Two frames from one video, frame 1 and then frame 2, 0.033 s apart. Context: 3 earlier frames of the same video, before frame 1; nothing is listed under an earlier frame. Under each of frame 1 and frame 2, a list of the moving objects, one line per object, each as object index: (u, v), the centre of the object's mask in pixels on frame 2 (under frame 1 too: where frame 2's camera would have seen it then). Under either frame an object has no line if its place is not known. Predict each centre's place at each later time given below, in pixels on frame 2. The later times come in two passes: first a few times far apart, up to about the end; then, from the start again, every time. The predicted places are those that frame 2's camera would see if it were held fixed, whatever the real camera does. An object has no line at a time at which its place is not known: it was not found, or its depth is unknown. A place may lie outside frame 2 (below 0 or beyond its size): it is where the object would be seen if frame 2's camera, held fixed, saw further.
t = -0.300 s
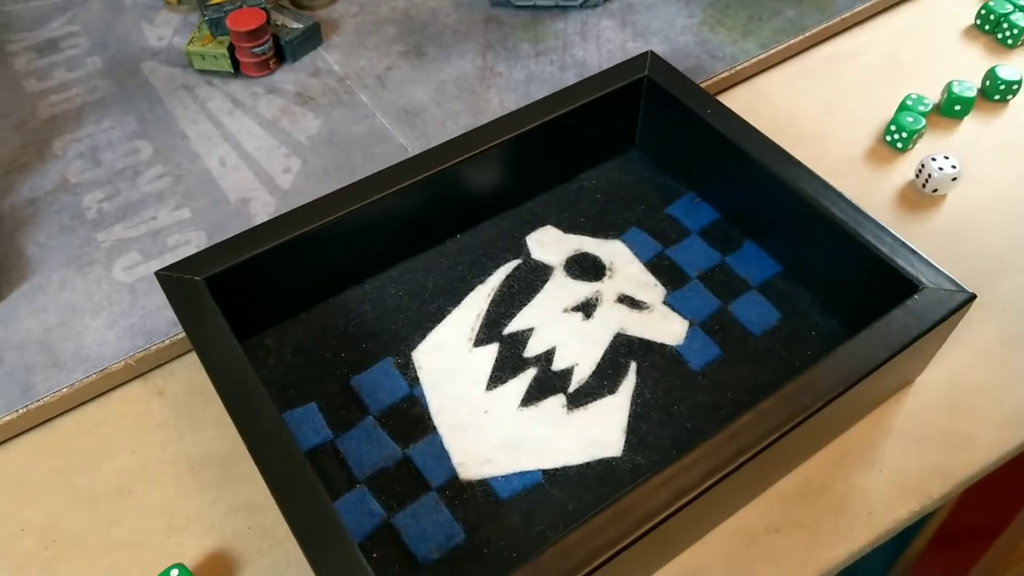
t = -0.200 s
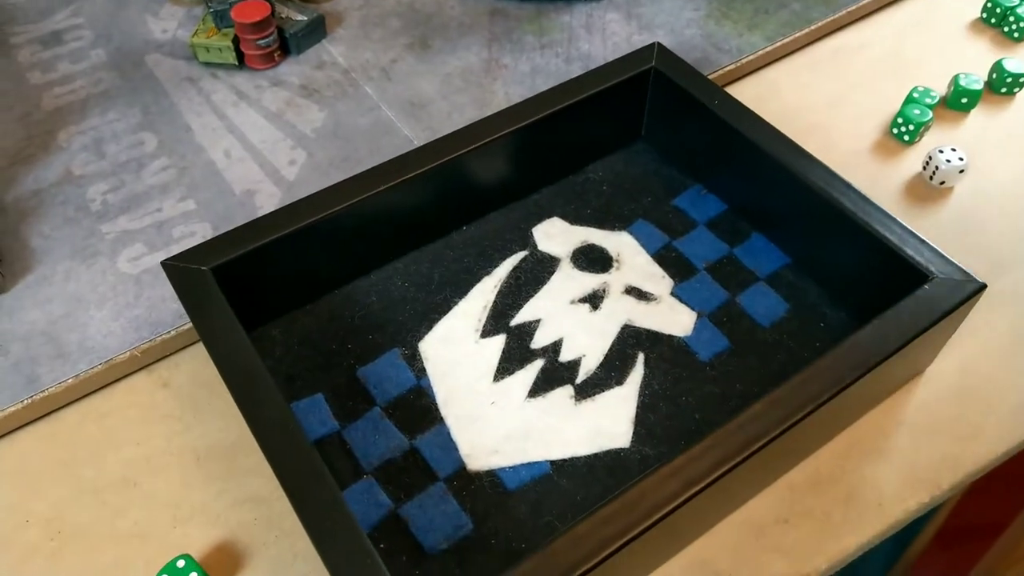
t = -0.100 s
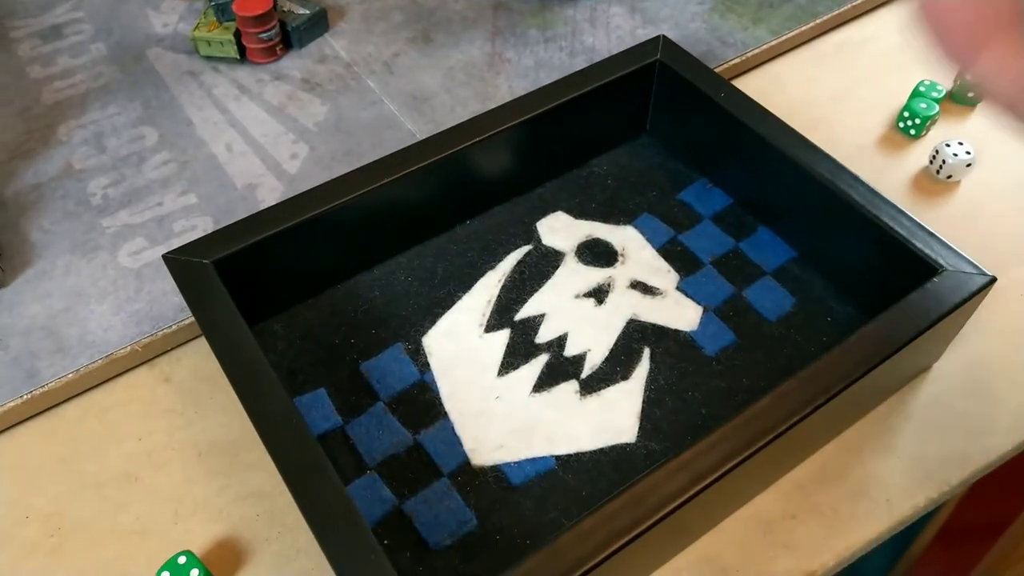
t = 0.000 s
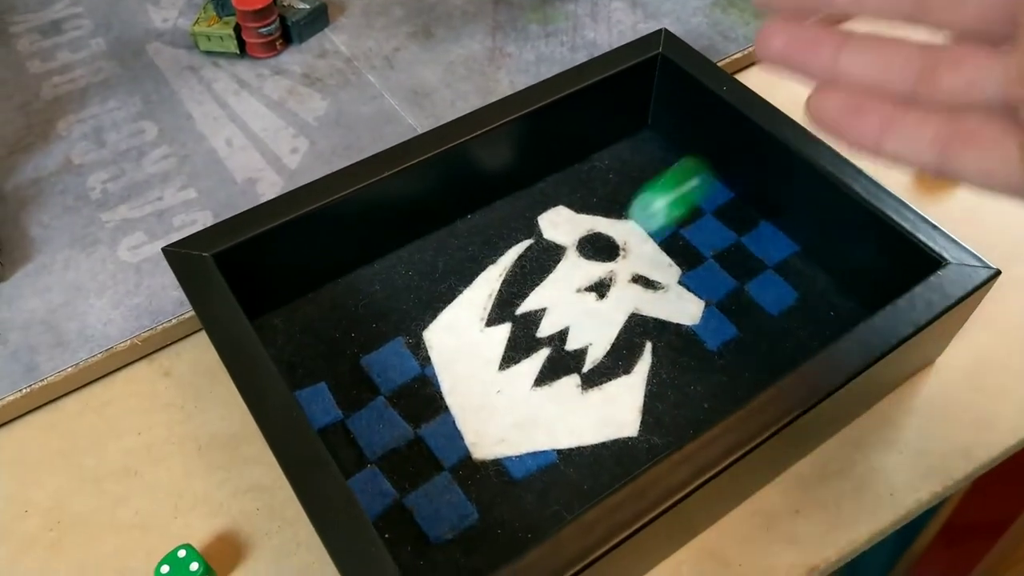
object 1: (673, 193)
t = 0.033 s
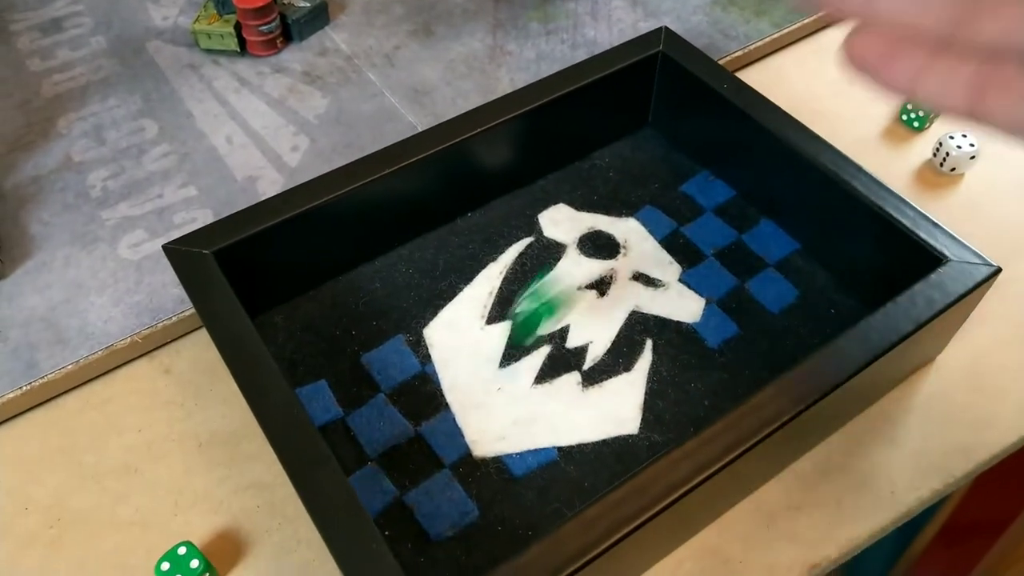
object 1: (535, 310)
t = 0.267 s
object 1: (460, 399)
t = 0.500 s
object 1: (696, 342)
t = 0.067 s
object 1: (470, 348)
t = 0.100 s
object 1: (421, 334)
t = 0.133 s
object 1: (381, 346)
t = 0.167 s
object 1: (338, 382)
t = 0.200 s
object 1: (369, 402)
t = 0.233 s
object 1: (413, 414)
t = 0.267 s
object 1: (460, 399)
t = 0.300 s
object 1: (508, 382)
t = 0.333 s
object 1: (548, 368)
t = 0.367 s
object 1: (579, 351)
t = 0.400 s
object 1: (612, 342)
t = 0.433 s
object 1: (645, 335)
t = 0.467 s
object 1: (674, 339)
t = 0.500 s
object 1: (696, 342)
